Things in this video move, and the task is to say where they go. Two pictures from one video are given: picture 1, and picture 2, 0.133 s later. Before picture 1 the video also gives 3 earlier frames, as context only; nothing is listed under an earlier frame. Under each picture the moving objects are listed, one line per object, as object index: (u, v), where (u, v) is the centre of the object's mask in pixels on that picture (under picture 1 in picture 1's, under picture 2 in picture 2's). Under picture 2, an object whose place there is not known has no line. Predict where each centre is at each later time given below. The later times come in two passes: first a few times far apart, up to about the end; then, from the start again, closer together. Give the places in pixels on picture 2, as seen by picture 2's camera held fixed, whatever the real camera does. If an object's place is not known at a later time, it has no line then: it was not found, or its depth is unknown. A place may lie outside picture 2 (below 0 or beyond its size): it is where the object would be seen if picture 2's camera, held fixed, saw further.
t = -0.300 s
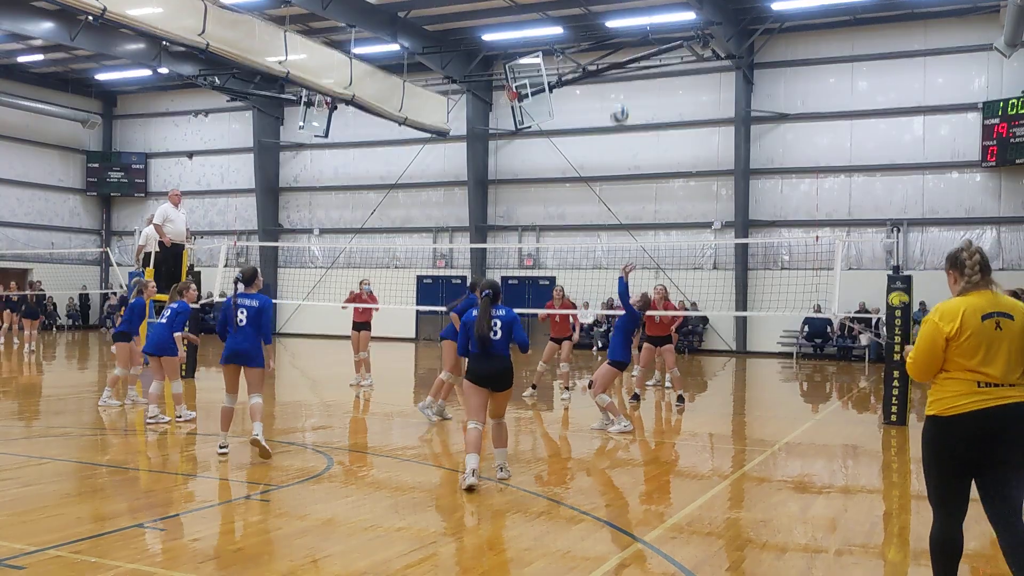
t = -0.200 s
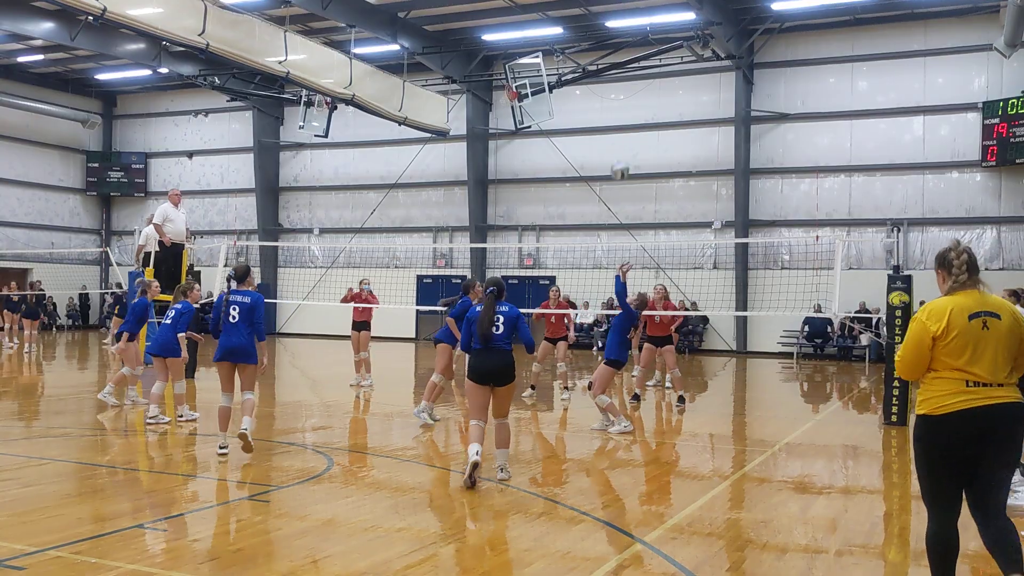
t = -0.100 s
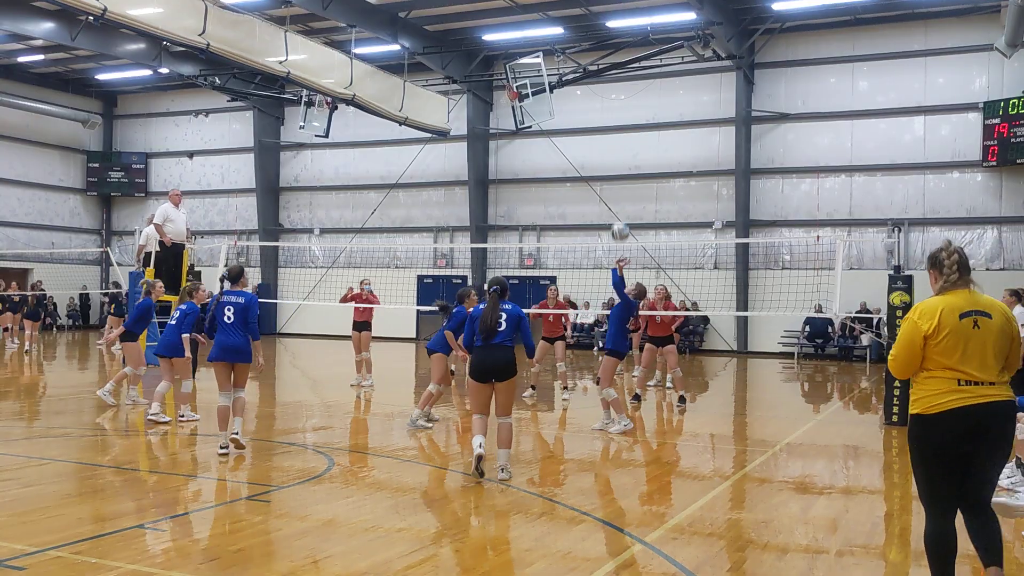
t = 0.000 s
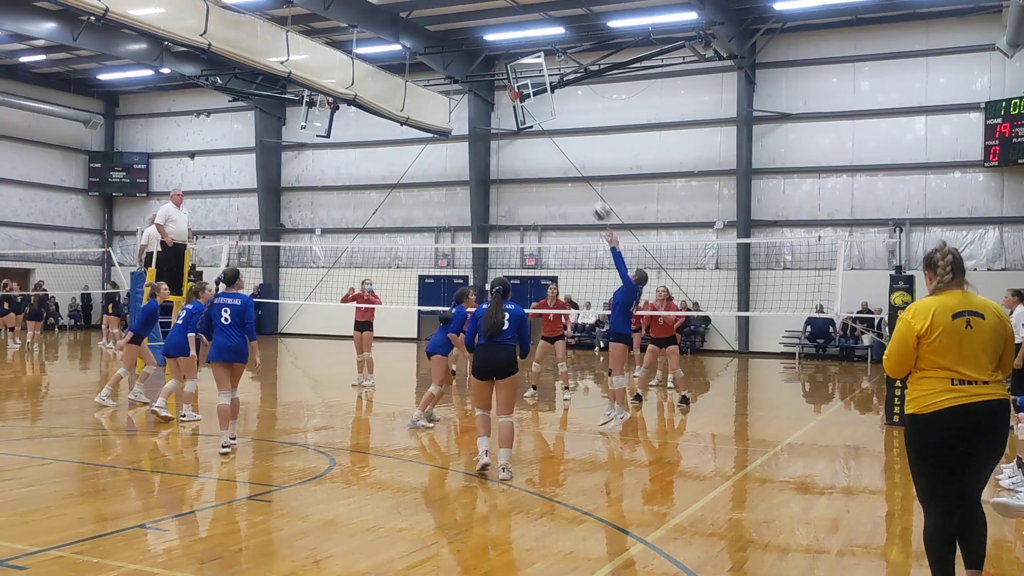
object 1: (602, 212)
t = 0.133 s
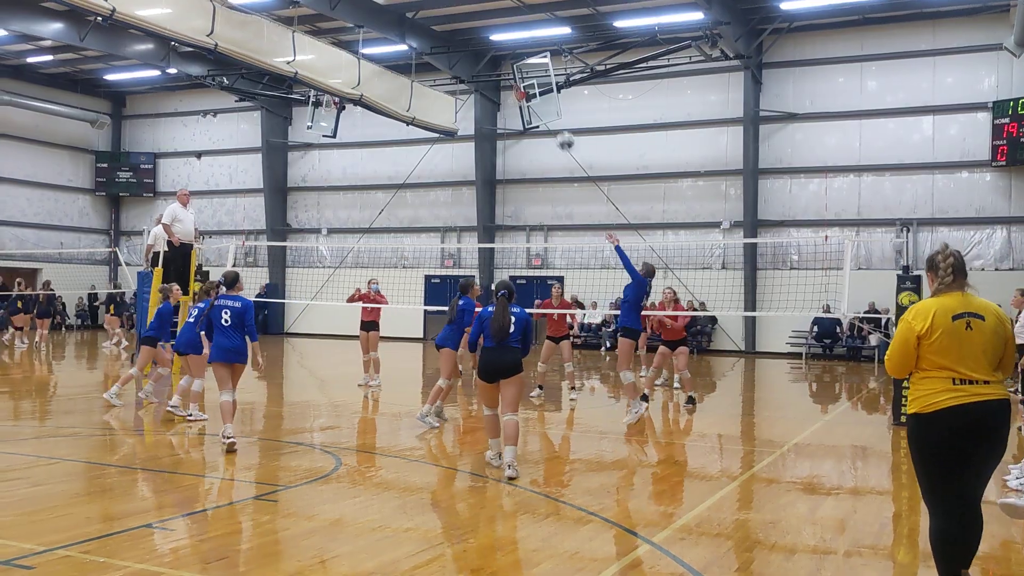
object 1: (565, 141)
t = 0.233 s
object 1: (535, 101)
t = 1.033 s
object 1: (333, 103)
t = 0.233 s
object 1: (535, 101)
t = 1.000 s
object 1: (342, 94)
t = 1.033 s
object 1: (333, 103)
